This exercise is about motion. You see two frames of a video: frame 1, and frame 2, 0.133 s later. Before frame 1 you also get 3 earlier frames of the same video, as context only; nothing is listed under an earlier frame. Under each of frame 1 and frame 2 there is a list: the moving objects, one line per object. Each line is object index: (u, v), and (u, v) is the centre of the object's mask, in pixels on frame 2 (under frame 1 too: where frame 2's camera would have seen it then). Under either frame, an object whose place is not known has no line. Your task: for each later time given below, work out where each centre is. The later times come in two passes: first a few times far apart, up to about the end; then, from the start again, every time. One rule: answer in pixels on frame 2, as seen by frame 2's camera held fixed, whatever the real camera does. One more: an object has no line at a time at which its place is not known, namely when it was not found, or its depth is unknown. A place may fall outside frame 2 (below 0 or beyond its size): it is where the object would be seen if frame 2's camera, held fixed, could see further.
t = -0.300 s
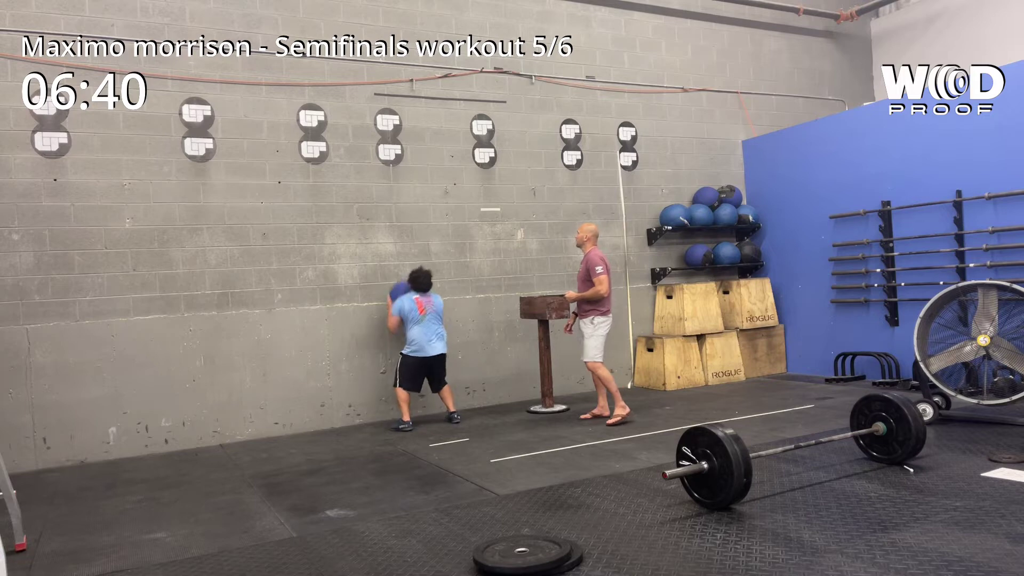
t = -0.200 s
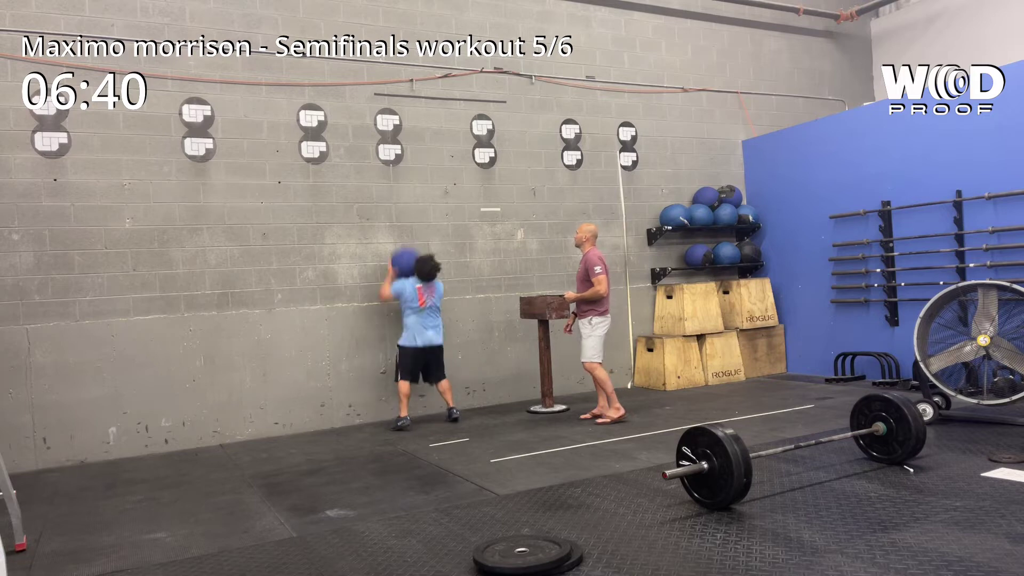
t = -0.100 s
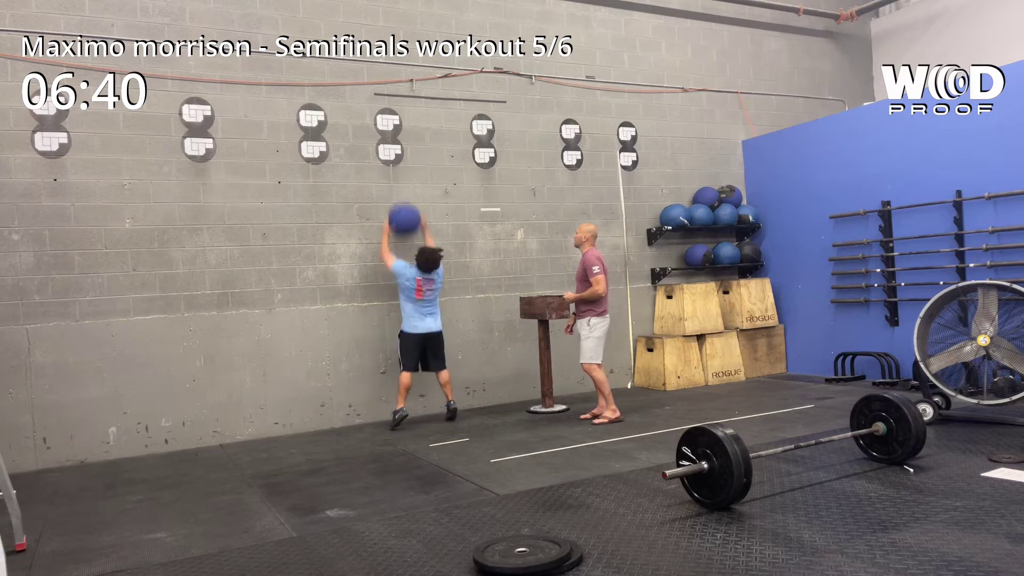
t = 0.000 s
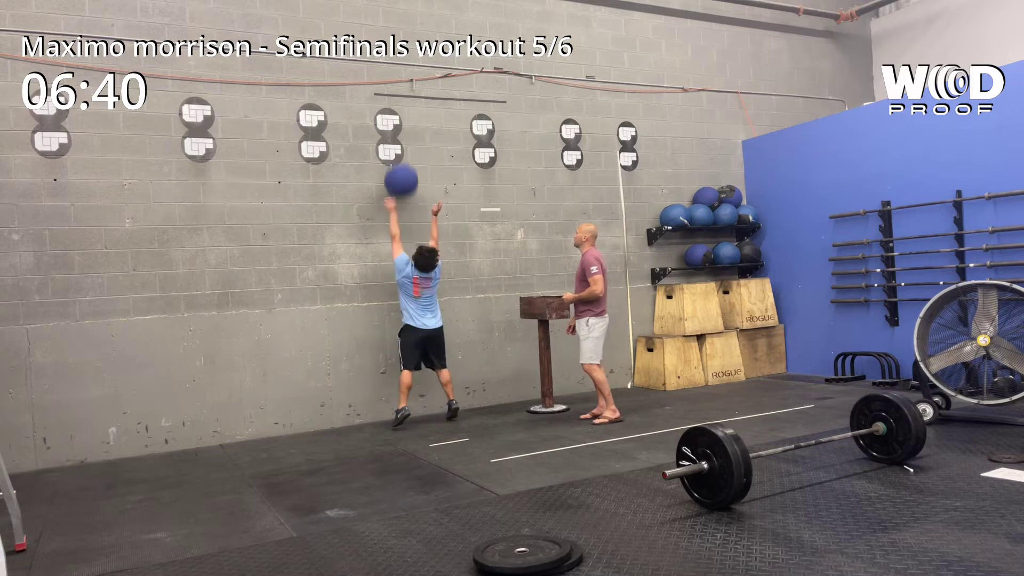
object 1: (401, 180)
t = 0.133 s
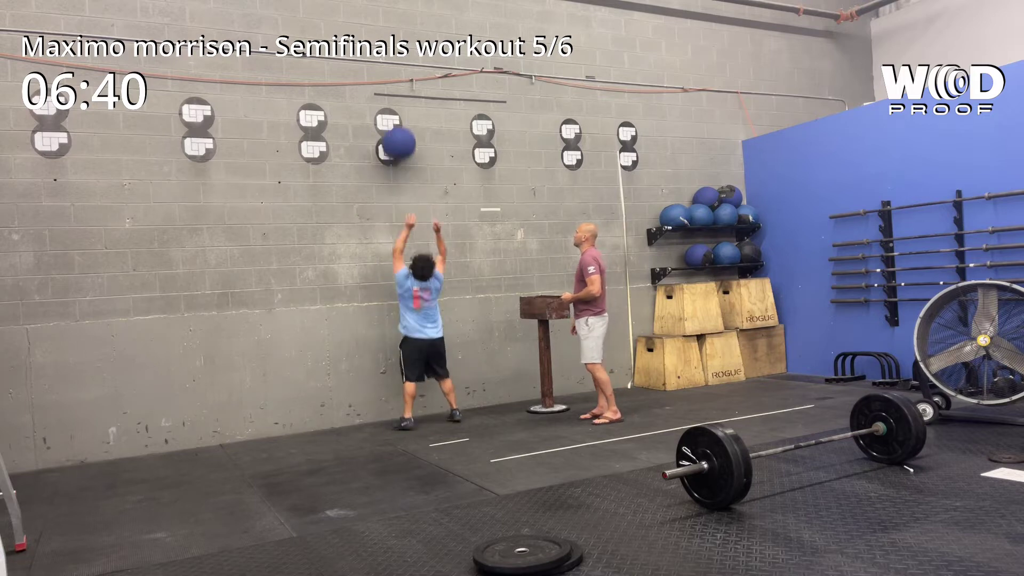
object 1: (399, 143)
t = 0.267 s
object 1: (397, 125)
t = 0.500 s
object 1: (400, 128)
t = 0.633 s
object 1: (404, 154)
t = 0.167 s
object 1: (399, 137)
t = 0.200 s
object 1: (398, 131)
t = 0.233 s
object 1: (397, 128)
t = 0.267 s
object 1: (397, 125)
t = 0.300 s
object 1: (397, 122)
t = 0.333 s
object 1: (397, 121)
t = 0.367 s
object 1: (398, 121)
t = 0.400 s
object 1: (398, 121)
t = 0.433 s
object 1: (399, 123)
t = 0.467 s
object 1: (399, 125)
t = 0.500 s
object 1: (400, 128)
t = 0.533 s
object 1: (401, 133)
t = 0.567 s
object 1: (402, 139)
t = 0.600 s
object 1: (403, 146)
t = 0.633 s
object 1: (404, 154)
